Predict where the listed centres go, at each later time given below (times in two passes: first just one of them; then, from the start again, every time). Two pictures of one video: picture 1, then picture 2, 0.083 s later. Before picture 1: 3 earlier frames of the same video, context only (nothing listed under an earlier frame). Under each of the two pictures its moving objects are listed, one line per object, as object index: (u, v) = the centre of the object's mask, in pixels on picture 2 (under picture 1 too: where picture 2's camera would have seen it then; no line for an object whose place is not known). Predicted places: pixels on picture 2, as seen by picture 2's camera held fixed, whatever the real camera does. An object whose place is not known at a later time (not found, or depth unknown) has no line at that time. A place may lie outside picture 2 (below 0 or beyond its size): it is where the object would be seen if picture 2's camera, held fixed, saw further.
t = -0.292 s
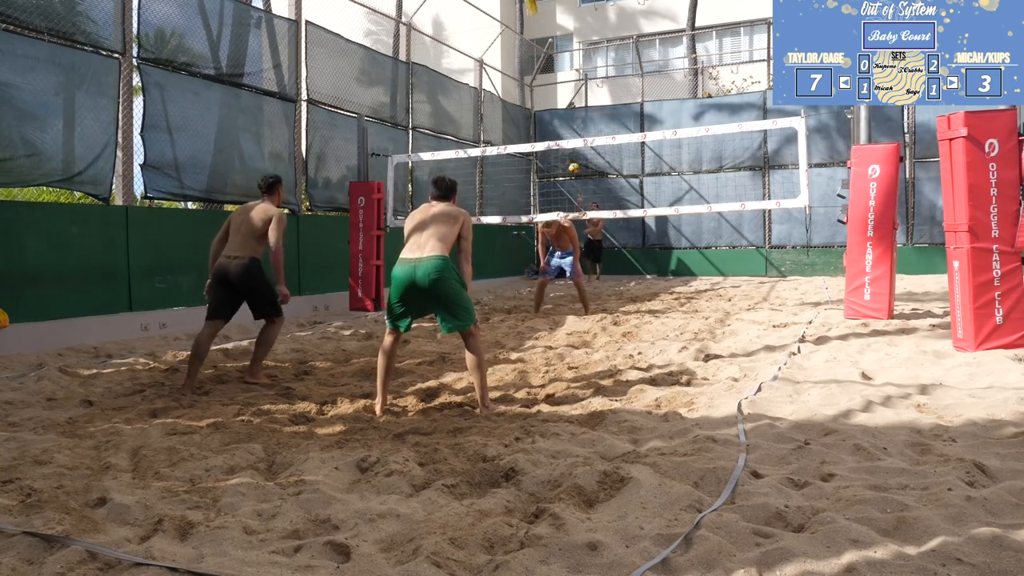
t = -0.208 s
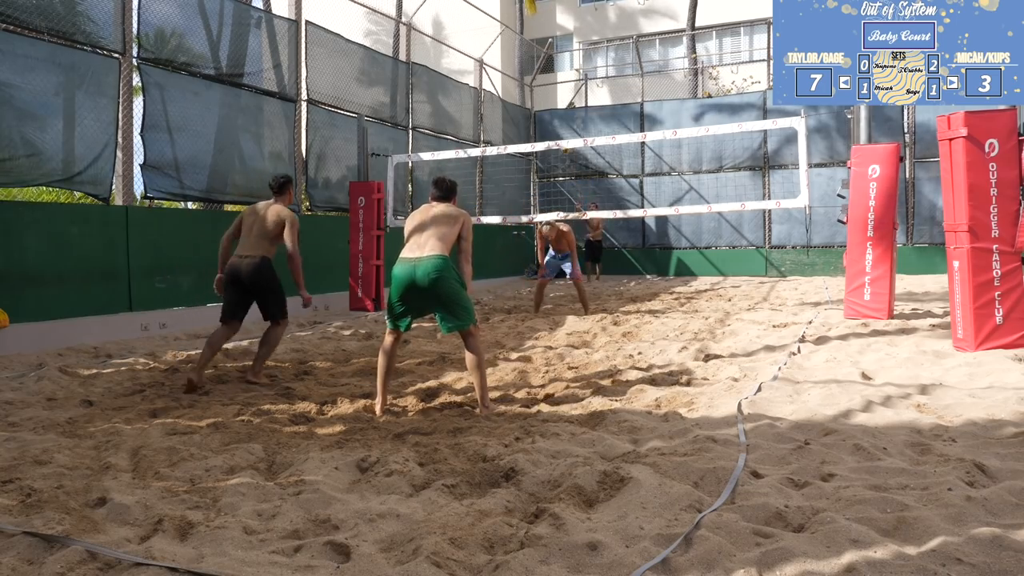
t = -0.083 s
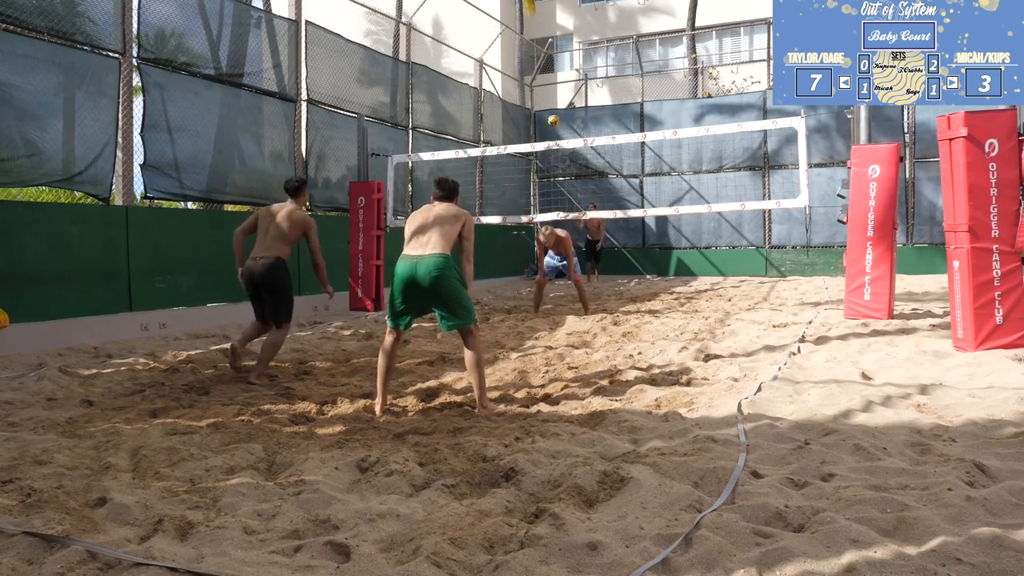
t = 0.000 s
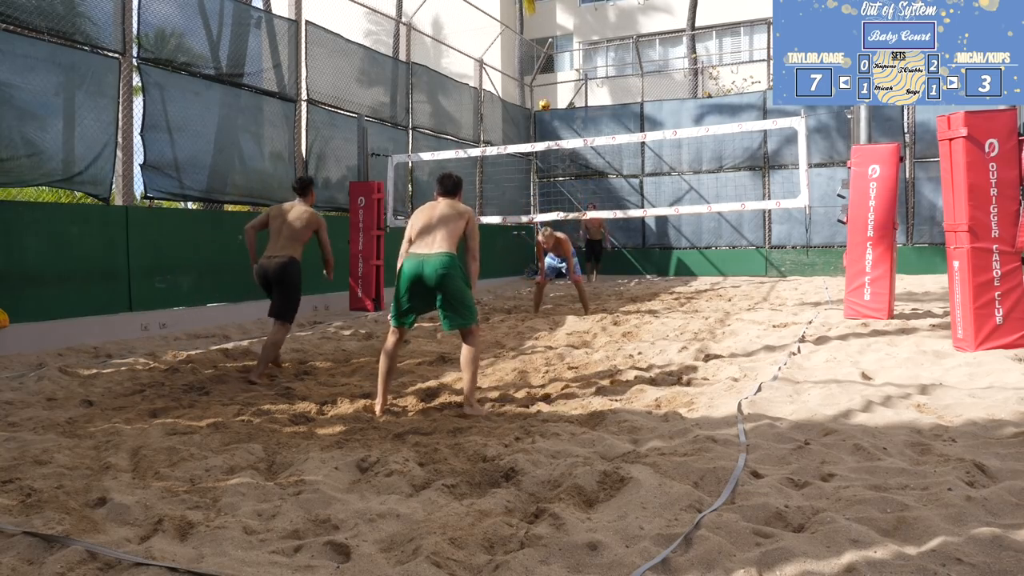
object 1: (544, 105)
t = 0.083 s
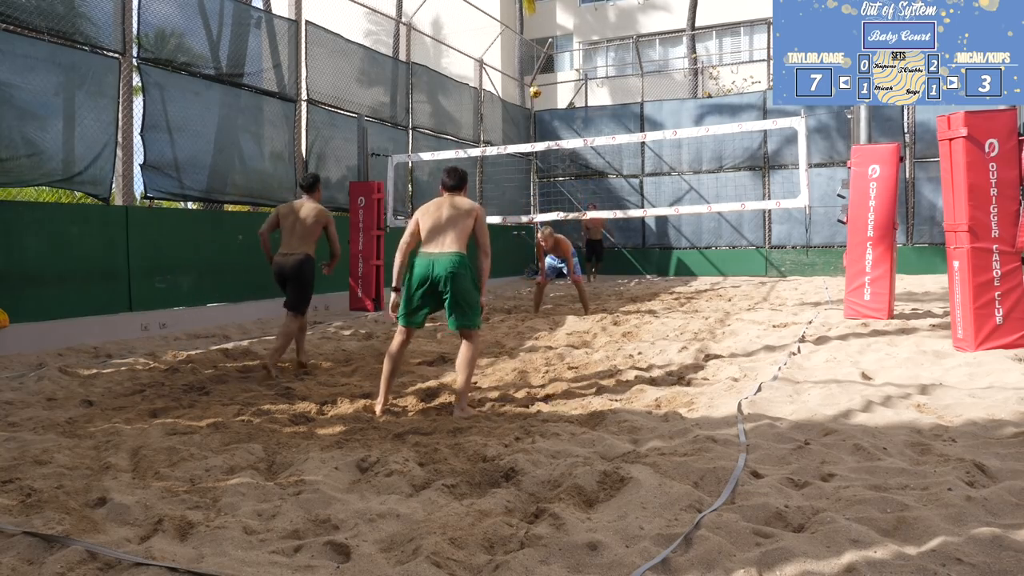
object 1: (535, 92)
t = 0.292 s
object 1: (508, 72)
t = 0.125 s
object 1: (530, 86)
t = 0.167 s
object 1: (525, 82)
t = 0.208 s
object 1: (520, 77)
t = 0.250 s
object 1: (513, 74)
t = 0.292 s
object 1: (508, 72)
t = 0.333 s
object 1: (503, 71)
